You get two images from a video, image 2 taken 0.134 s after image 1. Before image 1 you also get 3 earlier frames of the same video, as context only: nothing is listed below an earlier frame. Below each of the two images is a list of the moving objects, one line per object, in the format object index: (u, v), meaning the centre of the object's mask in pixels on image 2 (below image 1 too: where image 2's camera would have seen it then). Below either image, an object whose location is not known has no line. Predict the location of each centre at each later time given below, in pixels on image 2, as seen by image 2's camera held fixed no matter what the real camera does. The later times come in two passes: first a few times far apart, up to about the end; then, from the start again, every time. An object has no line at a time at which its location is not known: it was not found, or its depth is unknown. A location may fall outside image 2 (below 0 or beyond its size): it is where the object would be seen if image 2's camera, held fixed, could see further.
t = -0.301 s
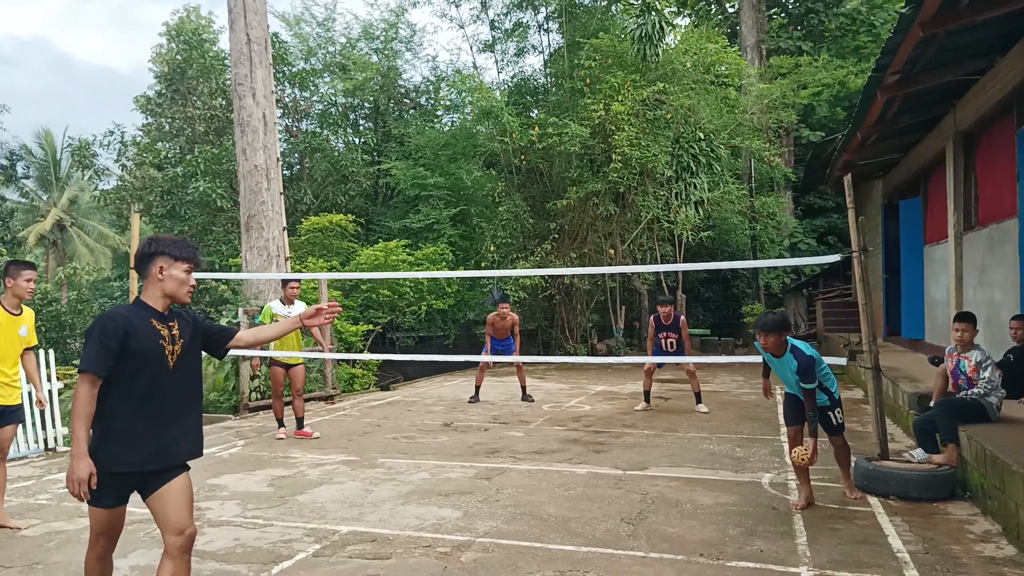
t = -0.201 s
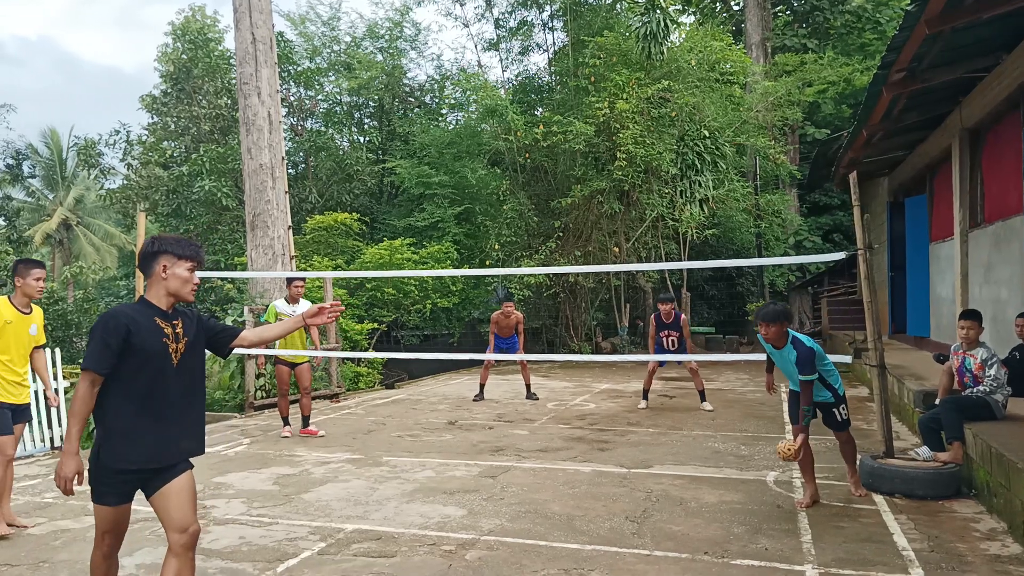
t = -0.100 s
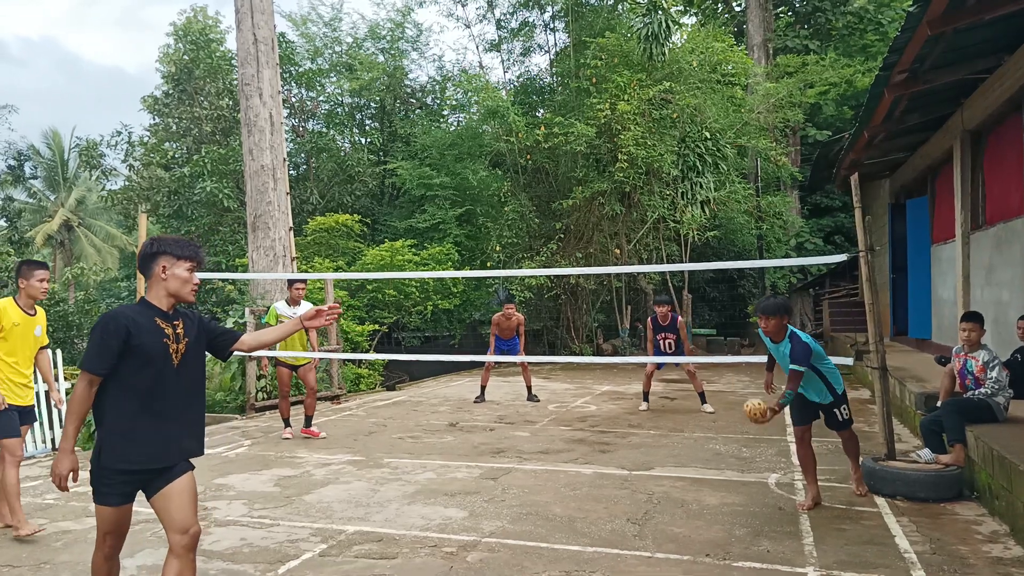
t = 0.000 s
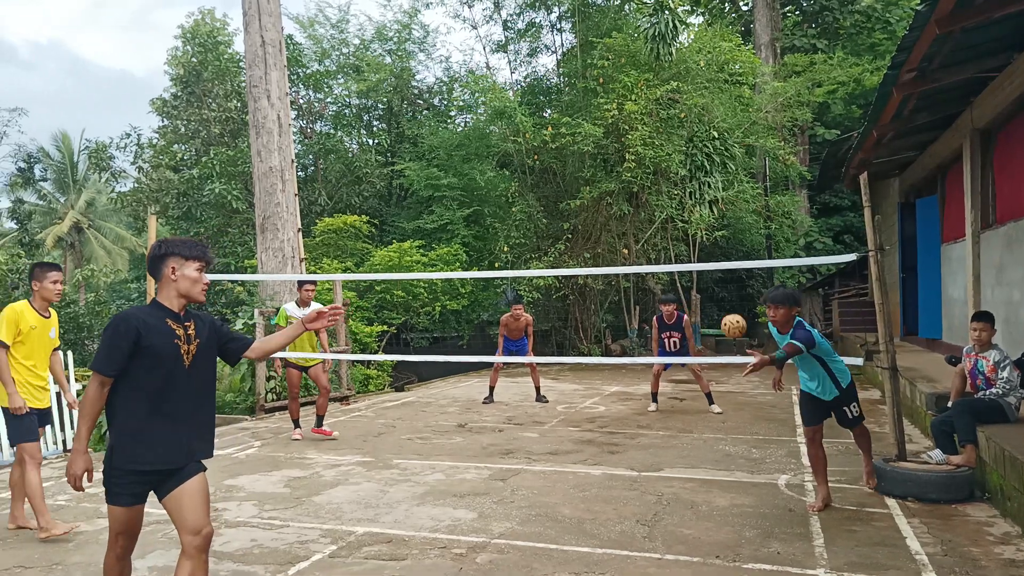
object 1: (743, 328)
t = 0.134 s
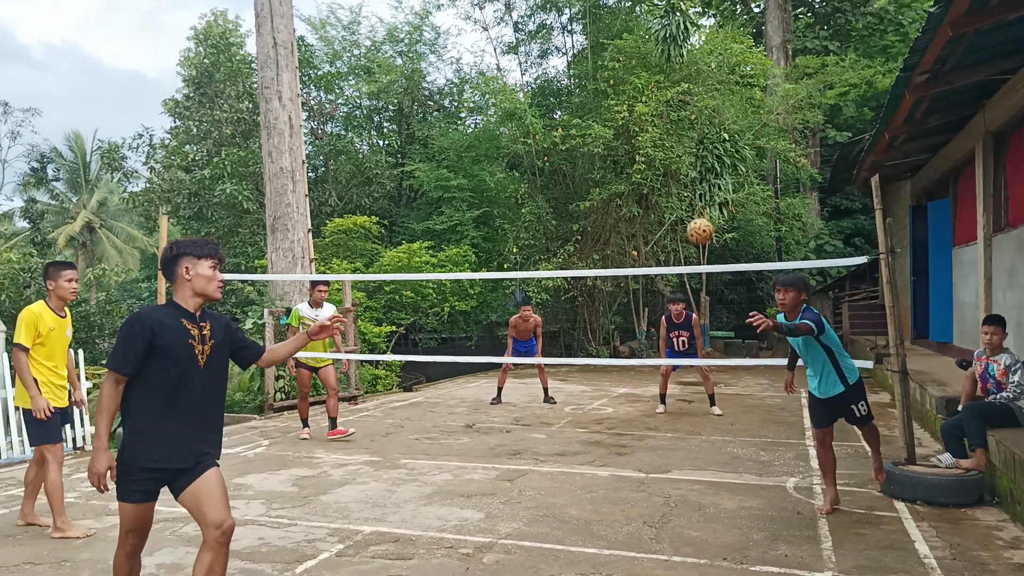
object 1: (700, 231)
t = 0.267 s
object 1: (653, 157)
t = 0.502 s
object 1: (557, 98)
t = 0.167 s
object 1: (688, 211)
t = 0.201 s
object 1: (677, 191)
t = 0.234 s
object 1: (666, 173)
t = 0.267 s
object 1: (653, 157)
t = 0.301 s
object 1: (640, 143)
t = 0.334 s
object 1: (628, 131)
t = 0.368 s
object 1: (614, 120)
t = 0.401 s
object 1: (601, 111)
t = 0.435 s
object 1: (587, 104)
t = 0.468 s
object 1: (572, 100)
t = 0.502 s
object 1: (557, 98)
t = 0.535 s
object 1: (542, 98)
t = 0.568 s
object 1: (525, 101)
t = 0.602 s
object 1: (509, 107)
